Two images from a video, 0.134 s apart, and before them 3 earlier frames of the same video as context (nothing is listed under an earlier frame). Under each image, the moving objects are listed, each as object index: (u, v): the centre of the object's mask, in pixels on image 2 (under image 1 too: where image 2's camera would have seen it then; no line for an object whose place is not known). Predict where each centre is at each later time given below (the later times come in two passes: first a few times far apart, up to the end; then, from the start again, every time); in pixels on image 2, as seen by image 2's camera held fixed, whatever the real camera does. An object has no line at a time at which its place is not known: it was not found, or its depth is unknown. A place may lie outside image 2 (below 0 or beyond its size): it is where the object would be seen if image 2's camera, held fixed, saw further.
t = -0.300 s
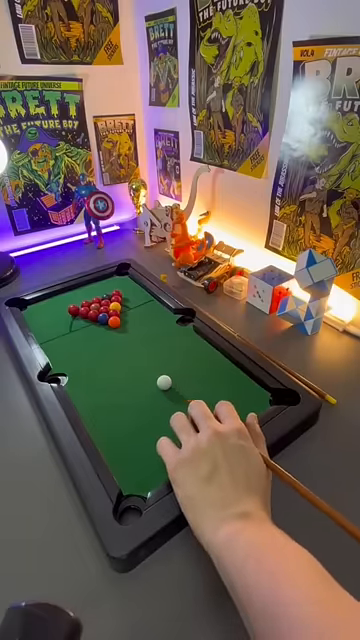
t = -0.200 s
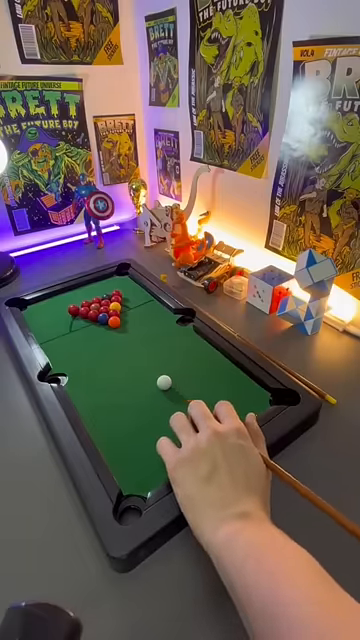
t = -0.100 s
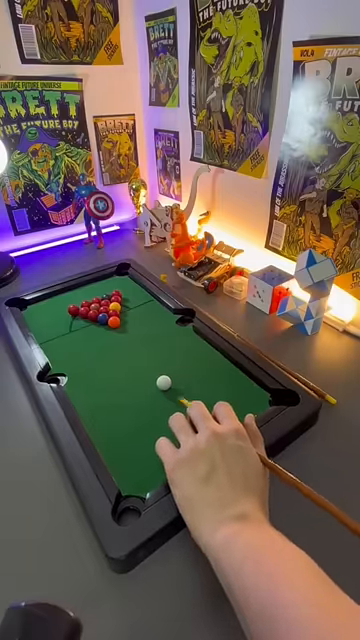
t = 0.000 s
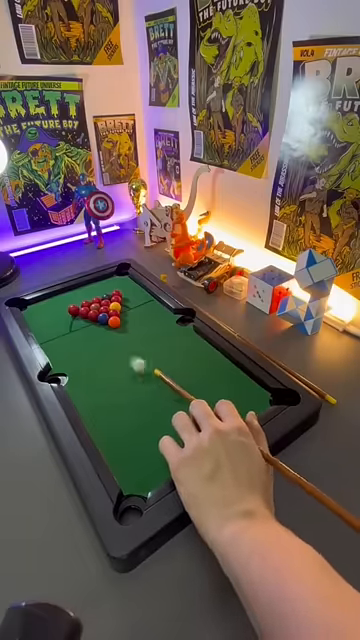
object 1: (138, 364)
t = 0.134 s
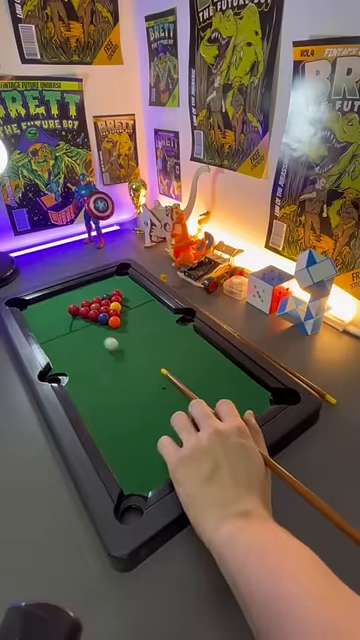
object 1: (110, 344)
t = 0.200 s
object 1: (100, 335)
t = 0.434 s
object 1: (68, 317)
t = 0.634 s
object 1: (46, 313)
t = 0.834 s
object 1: (30, 311)
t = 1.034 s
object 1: (28, 307)
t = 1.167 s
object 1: (33, 305)
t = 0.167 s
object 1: (105, 339)
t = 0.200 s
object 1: (100, 335)
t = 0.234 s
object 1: (95, 331)
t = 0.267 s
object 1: (90, 327)
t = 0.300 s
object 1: (86, 323)
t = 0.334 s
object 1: (81, 320)
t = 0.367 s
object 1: (77, 319)
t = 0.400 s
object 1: (72, 318)
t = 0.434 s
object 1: (68, 317)
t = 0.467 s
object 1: (64, 317)
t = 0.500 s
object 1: (59, 315)
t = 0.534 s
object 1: (56, 315)
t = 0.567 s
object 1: (53, 314)
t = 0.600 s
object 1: (49, 314)
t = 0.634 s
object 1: (46, 313)
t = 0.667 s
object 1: (42, 313)
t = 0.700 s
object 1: (39, 313)
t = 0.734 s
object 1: (36, 312)
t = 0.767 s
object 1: (34, 312)
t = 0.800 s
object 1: (32, 312)
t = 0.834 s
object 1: (30, 311)
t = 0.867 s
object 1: (29, 310)
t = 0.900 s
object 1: (27, 310)
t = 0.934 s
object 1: (27, 309)
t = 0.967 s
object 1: (26, 308)
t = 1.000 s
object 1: (27, 308)
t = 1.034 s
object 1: (28, 307)
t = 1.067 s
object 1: (29, 307)
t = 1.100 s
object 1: (30, 306)
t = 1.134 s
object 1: (32, 305)
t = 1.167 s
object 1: (33, 305)
